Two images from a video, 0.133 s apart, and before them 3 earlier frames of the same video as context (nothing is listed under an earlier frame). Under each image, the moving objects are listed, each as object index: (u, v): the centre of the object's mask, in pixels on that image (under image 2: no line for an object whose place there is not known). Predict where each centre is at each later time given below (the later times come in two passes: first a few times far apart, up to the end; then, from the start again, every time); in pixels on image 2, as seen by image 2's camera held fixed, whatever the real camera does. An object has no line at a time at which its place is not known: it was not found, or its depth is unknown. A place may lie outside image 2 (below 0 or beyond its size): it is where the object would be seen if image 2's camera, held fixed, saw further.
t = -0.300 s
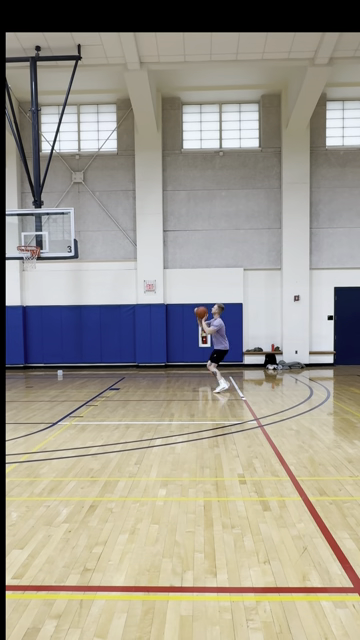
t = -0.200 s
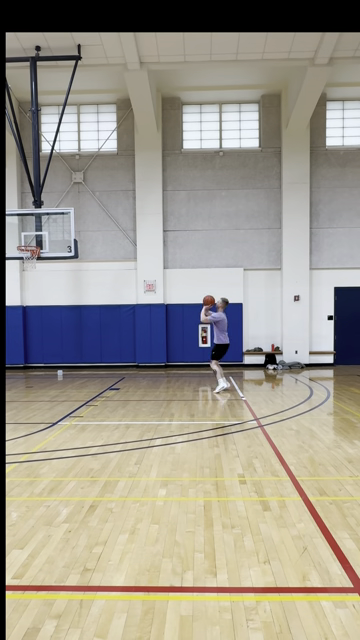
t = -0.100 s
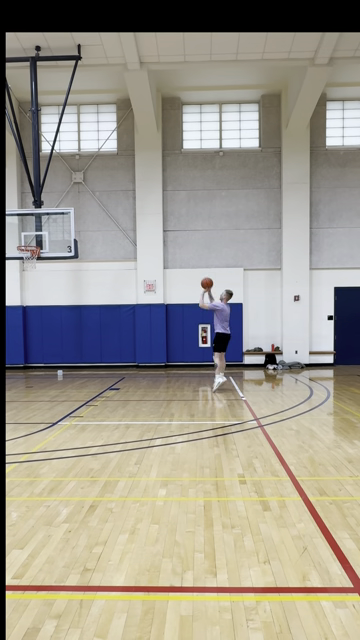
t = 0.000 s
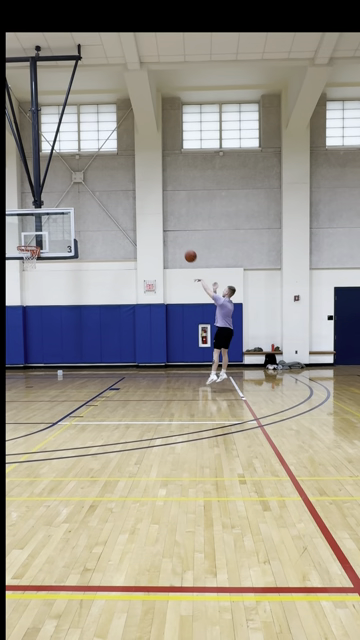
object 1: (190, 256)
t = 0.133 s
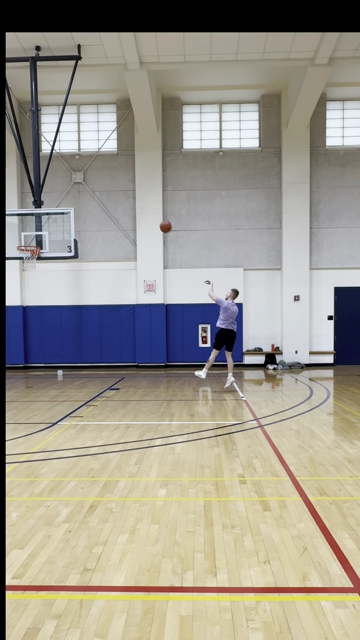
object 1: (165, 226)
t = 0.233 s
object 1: (147, 210)
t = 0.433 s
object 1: (113, 195)
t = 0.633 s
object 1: (81, 198)
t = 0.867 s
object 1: (49, 223)
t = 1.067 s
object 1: (23, 260)
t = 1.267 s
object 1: (9, 285)
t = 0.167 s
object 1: (159, 220)
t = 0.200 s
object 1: (152, 215)
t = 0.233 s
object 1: (147, 210)
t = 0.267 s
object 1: (141, 206)
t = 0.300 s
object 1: (135, 203)
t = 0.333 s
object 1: (129, 200)
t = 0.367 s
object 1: (124, 198)
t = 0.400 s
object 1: (118, 197)
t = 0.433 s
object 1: (113, 195)
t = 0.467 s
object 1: (107, 194)
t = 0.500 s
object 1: (102, 194)
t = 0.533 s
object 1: (96, 195)
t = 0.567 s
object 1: (91, 195)
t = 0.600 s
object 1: (86, 197)
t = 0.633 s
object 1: (81, 198)
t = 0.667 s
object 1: (75, 201)
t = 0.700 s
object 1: (71, 204)
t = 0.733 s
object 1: (66, 207)
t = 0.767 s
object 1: (61, 211)
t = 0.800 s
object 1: (56, 216)
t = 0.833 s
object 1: (52, 221)
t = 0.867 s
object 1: (49, 223)
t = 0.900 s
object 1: (44, 229)
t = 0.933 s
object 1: (38, 238)
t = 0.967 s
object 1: (35, 241)
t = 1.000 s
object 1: (31, 248)
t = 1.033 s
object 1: (25, 257)
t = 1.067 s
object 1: (23, 260)
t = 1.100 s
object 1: (21, 263)
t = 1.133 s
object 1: (17, 268)
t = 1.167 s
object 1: (15, 270)
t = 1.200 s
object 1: (13, 275)
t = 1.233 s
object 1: (10, 282)
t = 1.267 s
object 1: (9, 285)
